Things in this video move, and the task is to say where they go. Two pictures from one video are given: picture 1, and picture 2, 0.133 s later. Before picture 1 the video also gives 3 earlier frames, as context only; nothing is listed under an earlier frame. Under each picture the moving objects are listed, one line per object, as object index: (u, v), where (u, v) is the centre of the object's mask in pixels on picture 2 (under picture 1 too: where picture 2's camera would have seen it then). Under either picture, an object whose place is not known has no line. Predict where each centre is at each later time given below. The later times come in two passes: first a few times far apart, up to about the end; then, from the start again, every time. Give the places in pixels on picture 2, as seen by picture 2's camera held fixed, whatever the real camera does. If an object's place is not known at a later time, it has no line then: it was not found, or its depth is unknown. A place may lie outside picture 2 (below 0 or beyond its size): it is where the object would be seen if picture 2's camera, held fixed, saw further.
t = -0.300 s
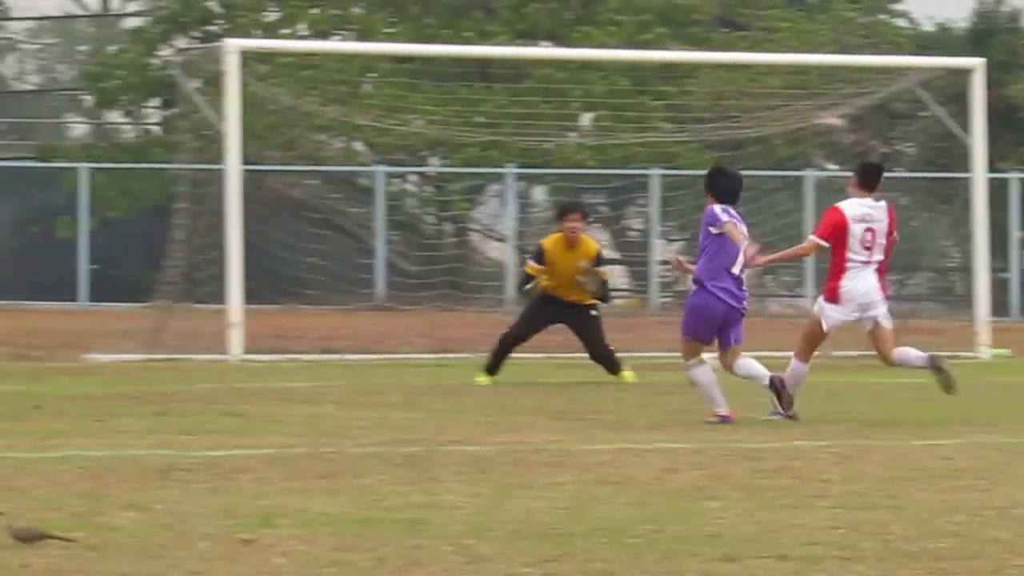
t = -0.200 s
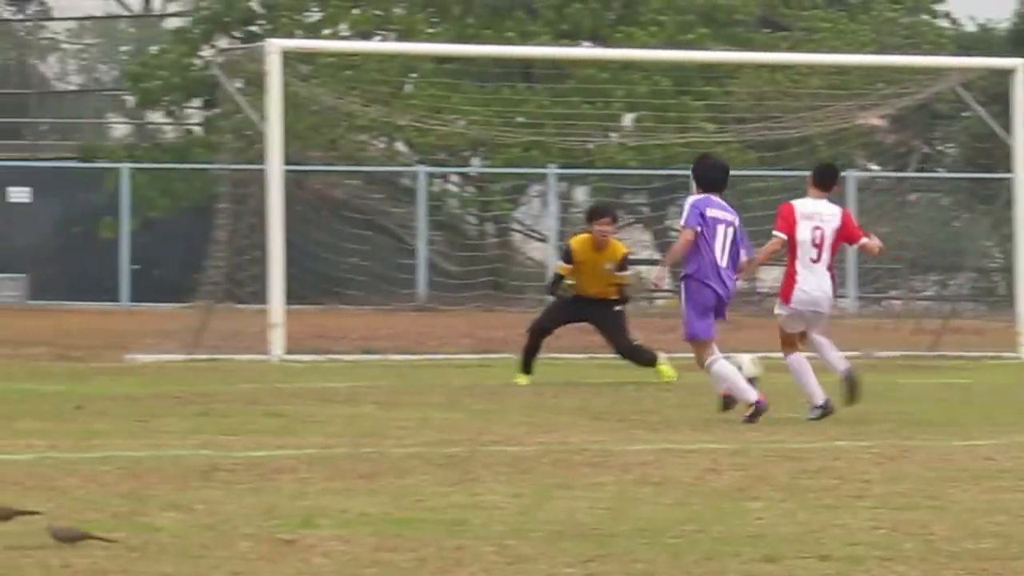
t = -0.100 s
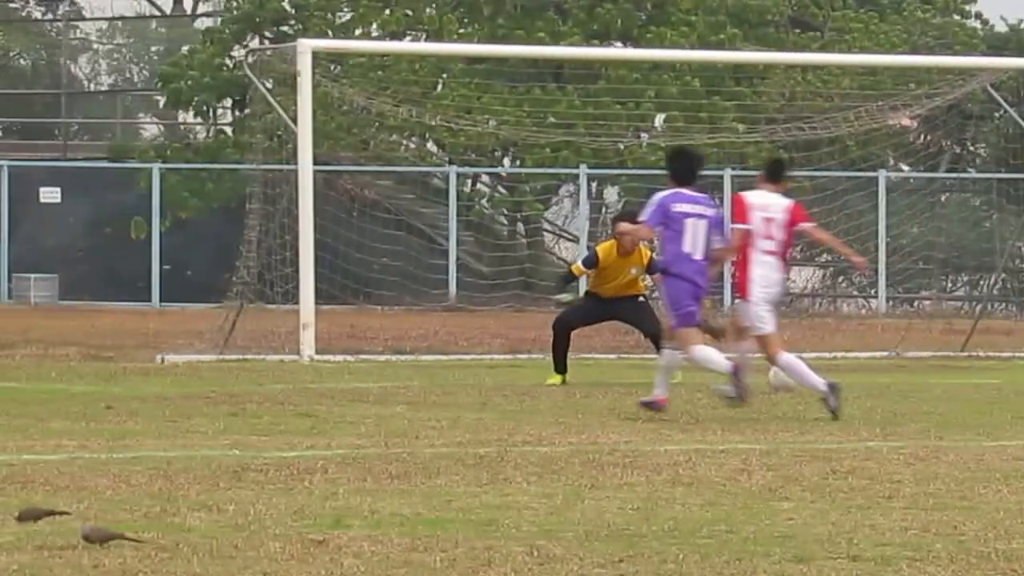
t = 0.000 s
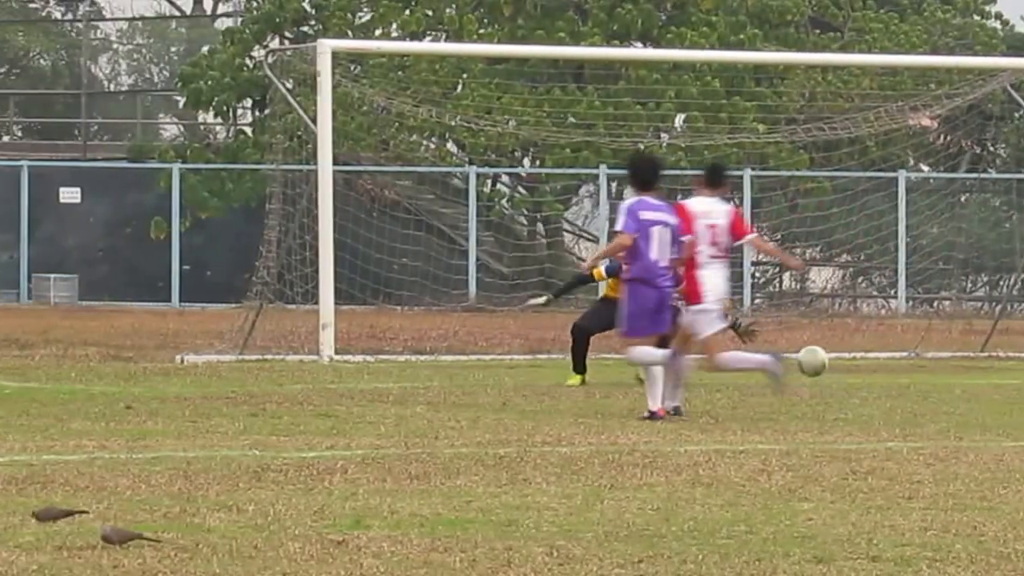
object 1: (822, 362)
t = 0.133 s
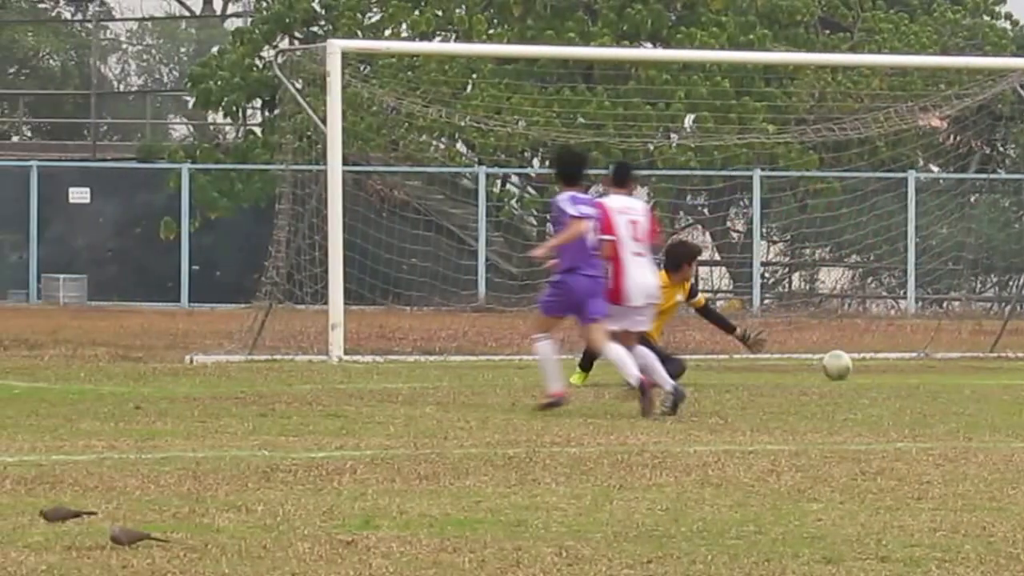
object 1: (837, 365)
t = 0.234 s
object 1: (848, 355)
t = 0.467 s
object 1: (874, 354)
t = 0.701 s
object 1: (895, 339)
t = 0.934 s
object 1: (910, 346)
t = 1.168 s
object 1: (900, 318)
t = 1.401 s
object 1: (907, 346)
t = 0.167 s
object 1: (840, 363)
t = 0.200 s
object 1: (845, 358)
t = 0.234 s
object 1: (848, 355)
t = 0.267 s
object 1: (852, 353)
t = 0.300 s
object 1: (856, 354)
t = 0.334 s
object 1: (860, 356)
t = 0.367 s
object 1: (863, 359)
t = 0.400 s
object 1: (868, 360)
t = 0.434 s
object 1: (871, 356)
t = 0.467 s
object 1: (874, 354)
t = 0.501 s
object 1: (878, 353)
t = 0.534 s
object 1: (880, 355)
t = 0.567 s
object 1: (884, 357)
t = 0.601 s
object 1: (887, 351)
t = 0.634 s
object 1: (890, 345)
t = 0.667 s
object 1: (891, 342)
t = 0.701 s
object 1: (895, 339)
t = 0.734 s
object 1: (896, 340)
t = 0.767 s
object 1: (899, 340)
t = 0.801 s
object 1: (902, 343)
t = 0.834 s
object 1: (904, 346)
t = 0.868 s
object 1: (906, 350)
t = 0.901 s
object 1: (909, 349)
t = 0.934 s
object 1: (910, 346)
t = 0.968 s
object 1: (911, 344)
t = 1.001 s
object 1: (910, 339)
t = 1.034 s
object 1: (907, 332)
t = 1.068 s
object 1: (905, 327)
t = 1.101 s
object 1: (901, 322)
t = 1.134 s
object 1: (901, 319)
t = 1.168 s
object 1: (900, 318)
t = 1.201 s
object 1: (901, 318)
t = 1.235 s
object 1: (902, 319)
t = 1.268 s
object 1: (903, 322)
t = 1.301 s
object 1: (904, 326)
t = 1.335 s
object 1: (904, 331)
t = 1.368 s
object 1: (907, 338)
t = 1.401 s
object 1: (907, 346)
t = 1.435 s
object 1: (908, 348)
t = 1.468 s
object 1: (908, 346)
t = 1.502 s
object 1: (909, 343)
